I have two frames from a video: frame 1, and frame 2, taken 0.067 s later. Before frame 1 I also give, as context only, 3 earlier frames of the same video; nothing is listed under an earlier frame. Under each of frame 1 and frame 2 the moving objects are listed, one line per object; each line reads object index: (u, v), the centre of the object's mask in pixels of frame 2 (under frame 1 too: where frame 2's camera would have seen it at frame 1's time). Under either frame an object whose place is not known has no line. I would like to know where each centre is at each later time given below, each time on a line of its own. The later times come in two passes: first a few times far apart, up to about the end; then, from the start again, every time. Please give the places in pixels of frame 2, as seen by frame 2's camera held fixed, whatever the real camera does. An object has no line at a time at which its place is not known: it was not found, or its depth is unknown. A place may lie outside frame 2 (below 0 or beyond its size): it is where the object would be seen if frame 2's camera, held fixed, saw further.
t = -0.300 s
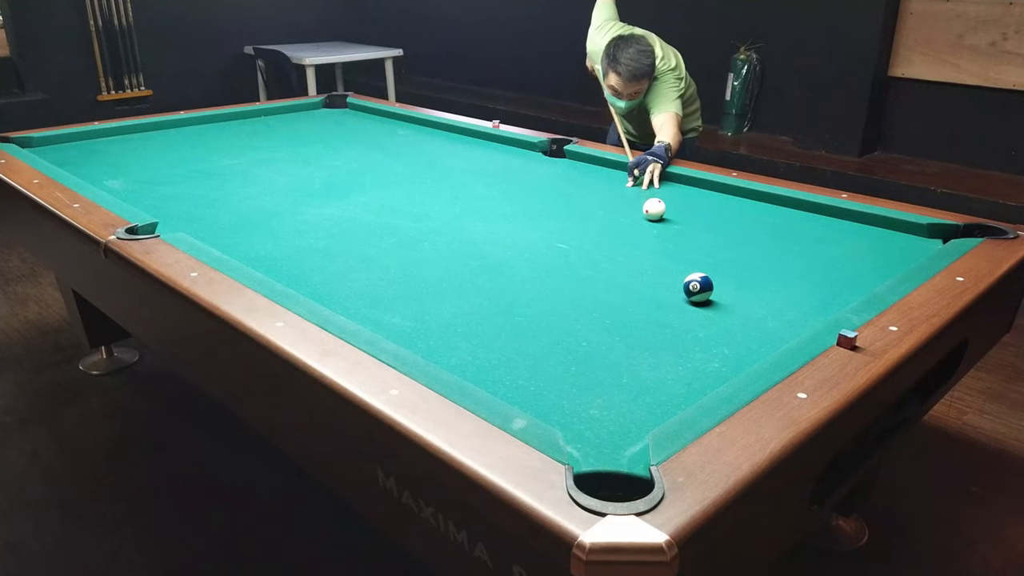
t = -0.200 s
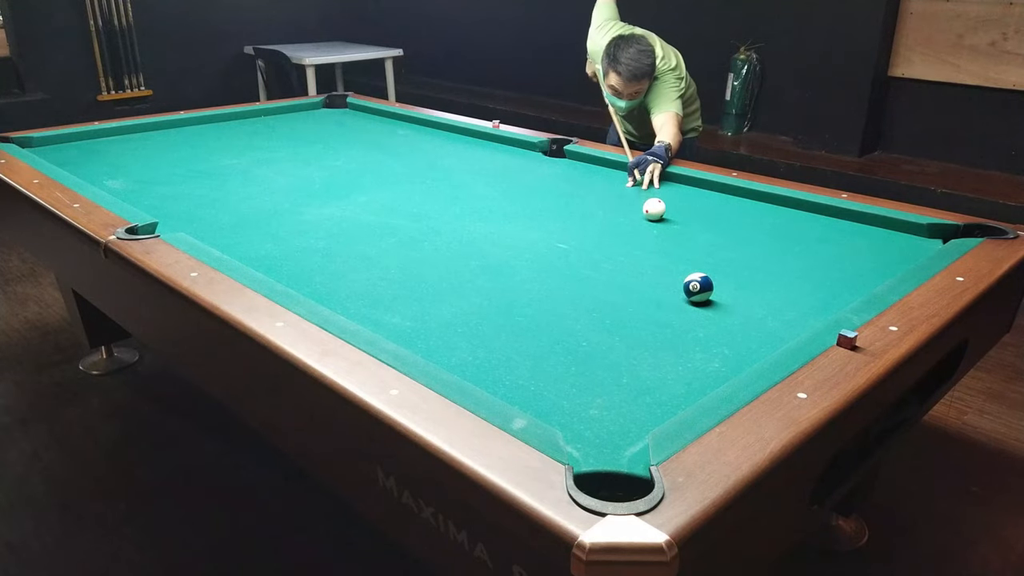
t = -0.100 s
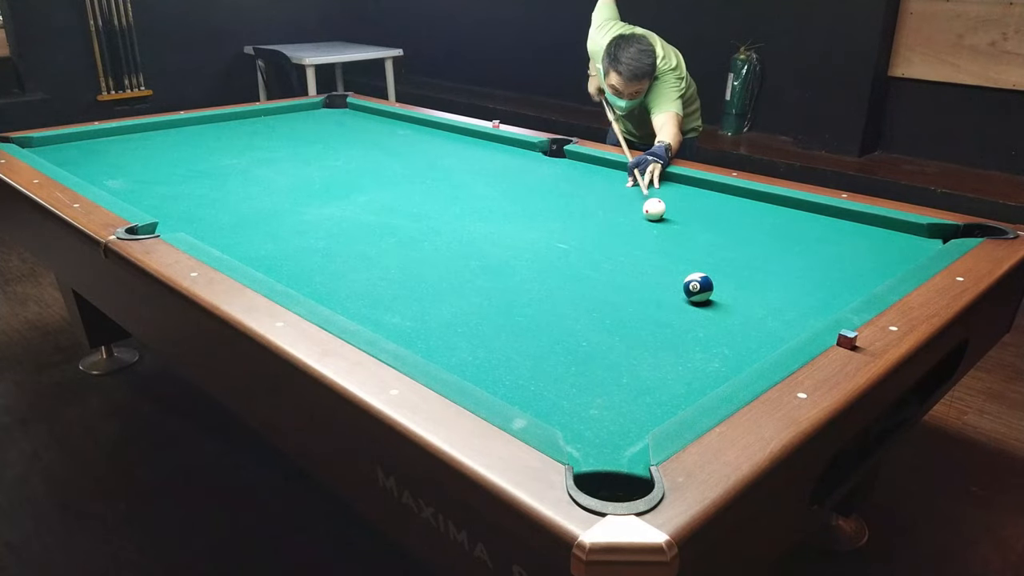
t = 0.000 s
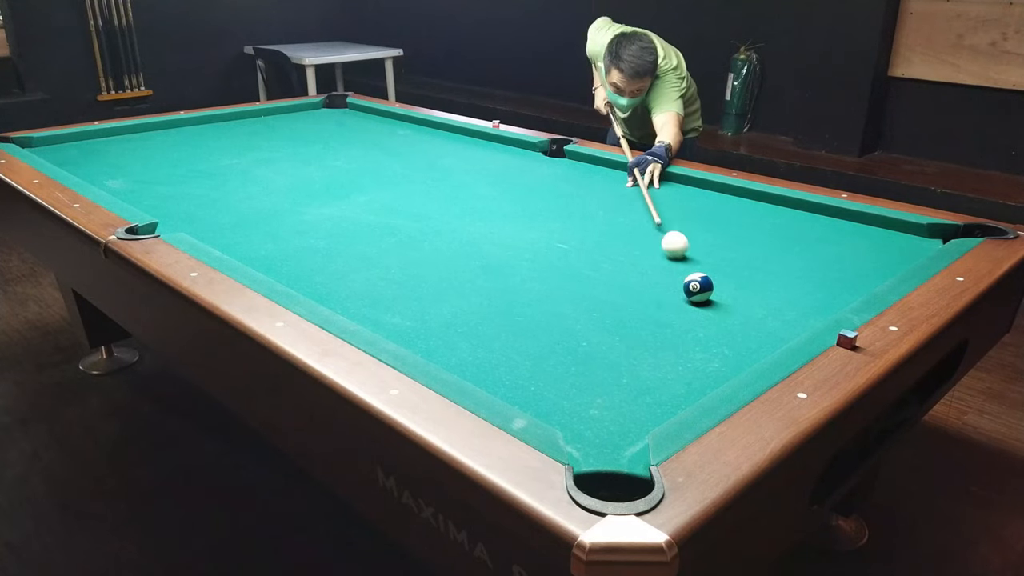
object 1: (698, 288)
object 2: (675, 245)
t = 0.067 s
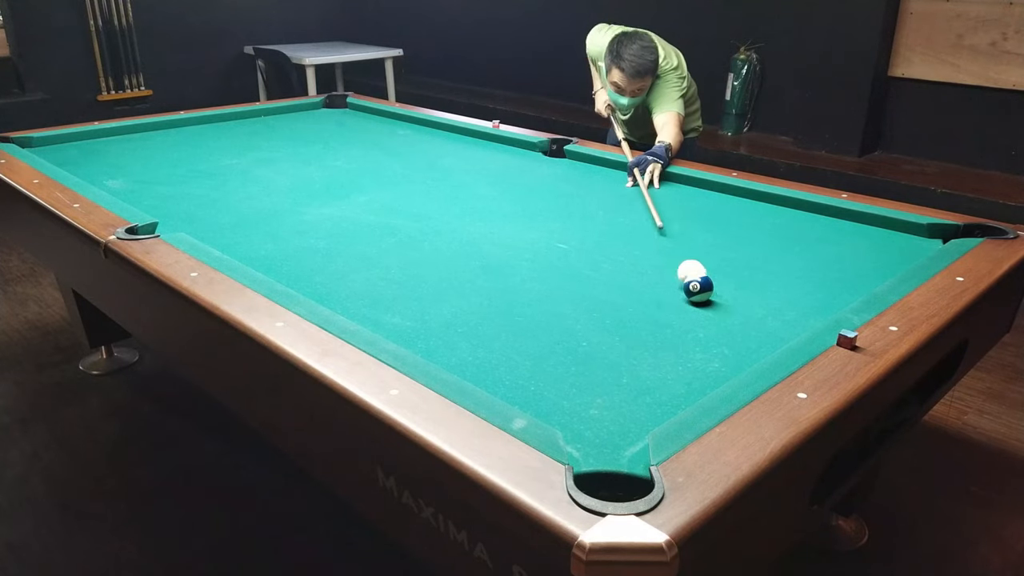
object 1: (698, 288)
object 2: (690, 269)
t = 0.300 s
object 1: (669, 362)
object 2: (704, 287)
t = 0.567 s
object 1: (506, 354)
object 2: (719, 306)
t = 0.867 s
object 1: (405, 322)
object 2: (738, 328)
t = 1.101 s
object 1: (388, 285)
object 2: (753, 346)
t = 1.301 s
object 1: (373, 256)
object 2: (743, 351)
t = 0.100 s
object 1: (706, 303)
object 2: (693, 275)
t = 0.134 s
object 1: (716, 321)
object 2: (695, 277)
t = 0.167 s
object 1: (726, 340)
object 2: (696, 279)
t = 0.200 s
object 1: (736, 358)
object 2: (698, 281)
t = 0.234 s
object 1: (719, 364)
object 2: (700, 283)
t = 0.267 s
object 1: (692, 364)
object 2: (702, 285)
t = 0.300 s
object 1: (669, 362)
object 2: (704, 287)
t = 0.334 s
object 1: (646, 361)
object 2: (706, 290)
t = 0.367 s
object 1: (624, 359)
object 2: (708, 292)
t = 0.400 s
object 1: (603, 358)
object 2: (709, 295)
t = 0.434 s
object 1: (585, 358)
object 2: (711, 297)
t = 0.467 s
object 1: (564, 356)
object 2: (713, 299)
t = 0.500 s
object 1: (543, 355)
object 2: (715, 301)
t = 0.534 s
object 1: (524, 356)
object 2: (717, 304)
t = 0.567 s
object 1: (506, 354)
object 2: (719, 306)
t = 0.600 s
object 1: (486, 352)
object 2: (721, 309)
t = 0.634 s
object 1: (466, 353)
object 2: (723, 311)
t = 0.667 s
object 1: (447, 352)
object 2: (725, 313)
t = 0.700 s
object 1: (430, 348)
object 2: (727, 316)
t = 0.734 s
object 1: (419, 343)
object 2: (730, 318)
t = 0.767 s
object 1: (416, 339)
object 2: (732, 321)
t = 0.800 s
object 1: (412, 334)
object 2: (734, 323)
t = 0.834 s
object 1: (408, 328)
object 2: (736, 326)
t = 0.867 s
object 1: (405, 322)
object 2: (738, 328)
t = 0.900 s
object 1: (403, 316)
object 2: (740, 331)
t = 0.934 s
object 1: (400, 311)
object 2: (742, 333)
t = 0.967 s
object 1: (397, 306)
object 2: (744, 336)
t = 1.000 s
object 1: (395, 300)
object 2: (747, 338)
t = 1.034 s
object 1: (392, 295)
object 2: (749, 341)
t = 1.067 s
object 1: (390, 290)
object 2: (751, 343)
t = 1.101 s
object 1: (388, 285)
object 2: (753, 346)
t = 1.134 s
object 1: (385, 281)
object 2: (755, 347)
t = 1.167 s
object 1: (383, 277)
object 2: (756, 349)
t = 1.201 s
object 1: (379, 268)
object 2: (752, 350)
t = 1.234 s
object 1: (377, 264)
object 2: (749, 350)
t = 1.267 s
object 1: (375, 260)
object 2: (746, 351)
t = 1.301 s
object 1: (373, 256)
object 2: (743, 351)
